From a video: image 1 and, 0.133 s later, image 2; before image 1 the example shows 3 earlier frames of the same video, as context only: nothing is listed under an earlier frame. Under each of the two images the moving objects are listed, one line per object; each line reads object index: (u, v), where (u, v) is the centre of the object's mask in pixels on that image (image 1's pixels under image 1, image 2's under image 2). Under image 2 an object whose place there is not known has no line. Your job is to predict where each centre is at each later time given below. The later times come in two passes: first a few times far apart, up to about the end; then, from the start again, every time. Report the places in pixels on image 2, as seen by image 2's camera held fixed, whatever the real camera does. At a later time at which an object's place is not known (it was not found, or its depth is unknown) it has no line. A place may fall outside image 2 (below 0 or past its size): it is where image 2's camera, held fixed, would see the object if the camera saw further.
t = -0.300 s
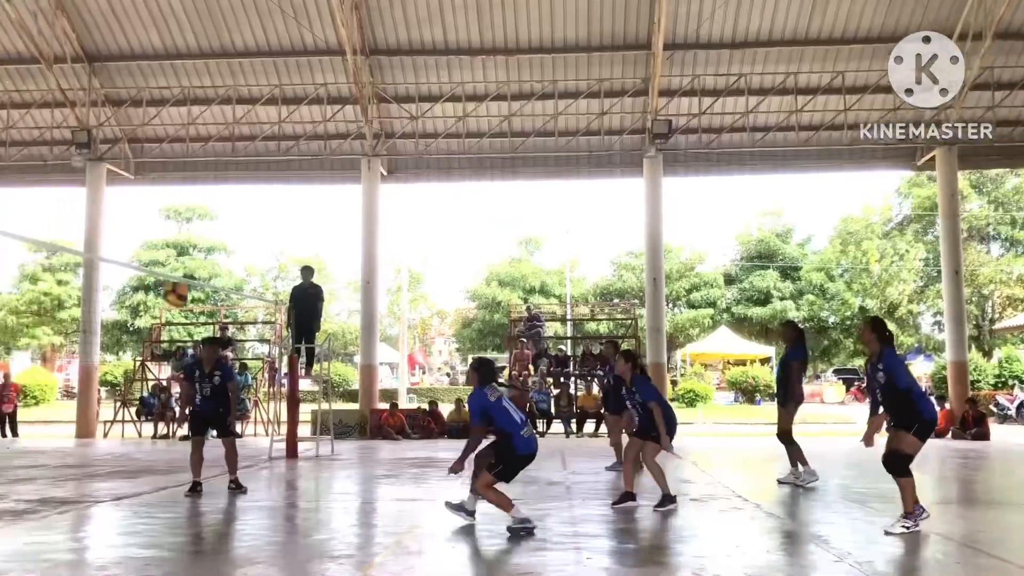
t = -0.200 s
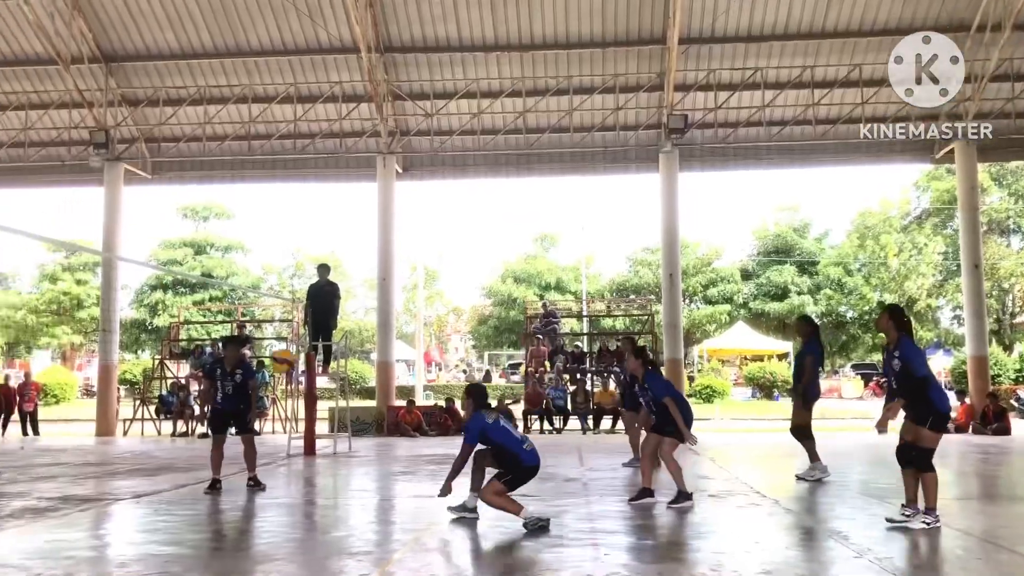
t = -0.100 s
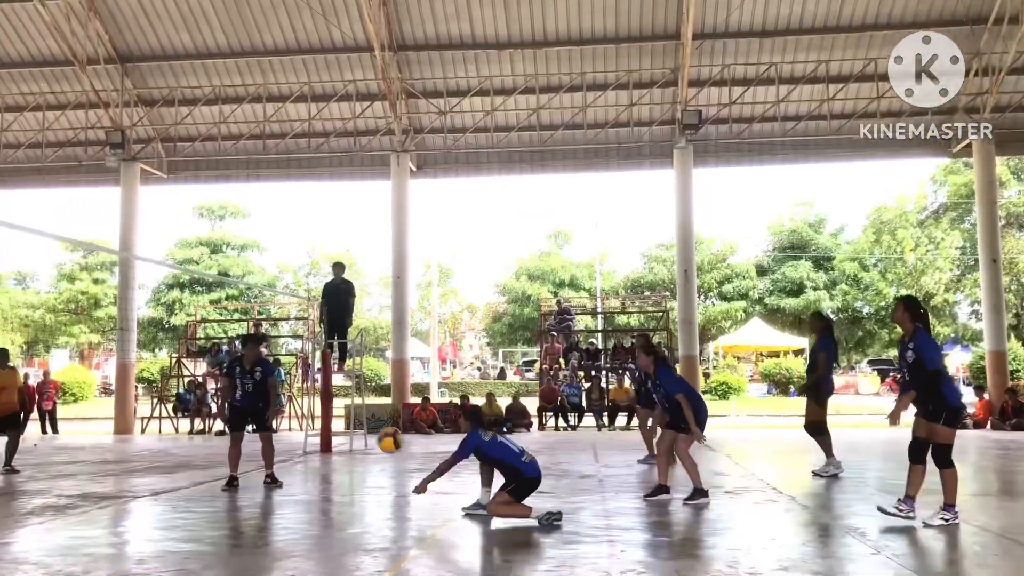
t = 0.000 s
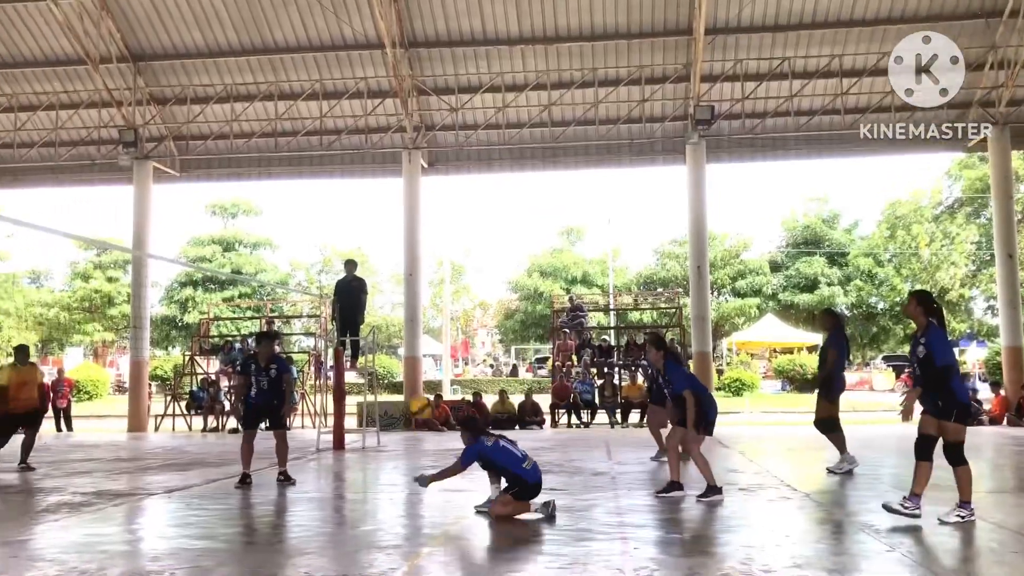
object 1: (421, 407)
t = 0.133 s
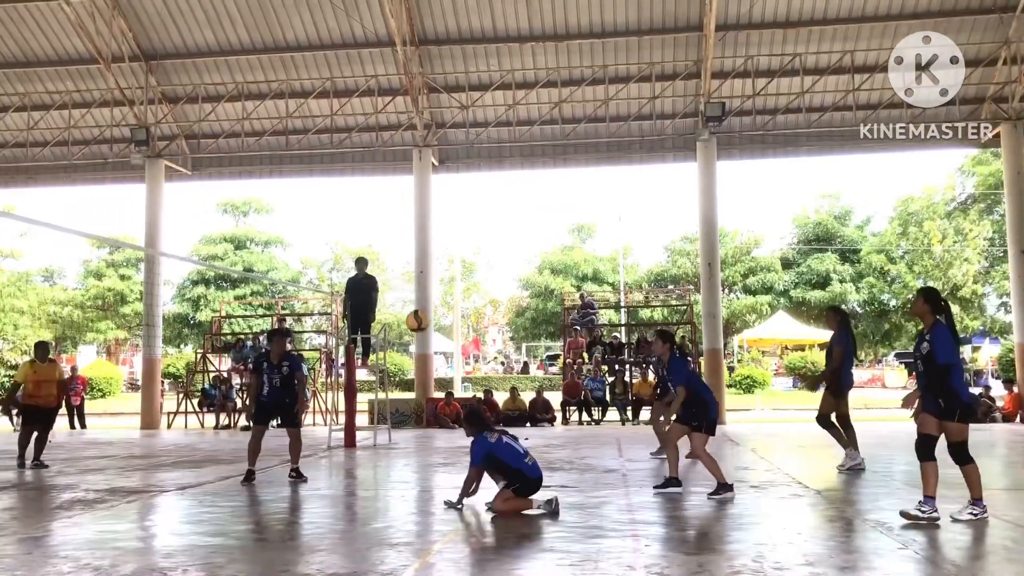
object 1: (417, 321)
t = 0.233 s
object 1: (408, 276)
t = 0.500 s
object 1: (388, 217)
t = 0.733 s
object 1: (376, 224)
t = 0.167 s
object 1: (414, 305)
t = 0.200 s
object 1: (411, 289)
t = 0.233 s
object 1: (408, 276)
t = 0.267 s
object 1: (405, 264)
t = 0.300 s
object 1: (403, 253)
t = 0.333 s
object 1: (400, 244)
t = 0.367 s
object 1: (398, 236)
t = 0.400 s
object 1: (395, 230)
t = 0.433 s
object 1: (393, 224)
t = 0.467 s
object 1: (390, 220)
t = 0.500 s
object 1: (388, 217)
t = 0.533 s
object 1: (386, 215)
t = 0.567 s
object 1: (385, 214)
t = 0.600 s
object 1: (382, 214)
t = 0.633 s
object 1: (381, 215)
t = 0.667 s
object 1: (379, 217)
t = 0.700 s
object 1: (377, 220)
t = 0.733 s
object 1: (376, 224)
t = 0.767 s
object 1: (374, 229)
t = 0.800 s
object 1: (372, 234)
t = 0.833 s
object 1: (371, 241)
